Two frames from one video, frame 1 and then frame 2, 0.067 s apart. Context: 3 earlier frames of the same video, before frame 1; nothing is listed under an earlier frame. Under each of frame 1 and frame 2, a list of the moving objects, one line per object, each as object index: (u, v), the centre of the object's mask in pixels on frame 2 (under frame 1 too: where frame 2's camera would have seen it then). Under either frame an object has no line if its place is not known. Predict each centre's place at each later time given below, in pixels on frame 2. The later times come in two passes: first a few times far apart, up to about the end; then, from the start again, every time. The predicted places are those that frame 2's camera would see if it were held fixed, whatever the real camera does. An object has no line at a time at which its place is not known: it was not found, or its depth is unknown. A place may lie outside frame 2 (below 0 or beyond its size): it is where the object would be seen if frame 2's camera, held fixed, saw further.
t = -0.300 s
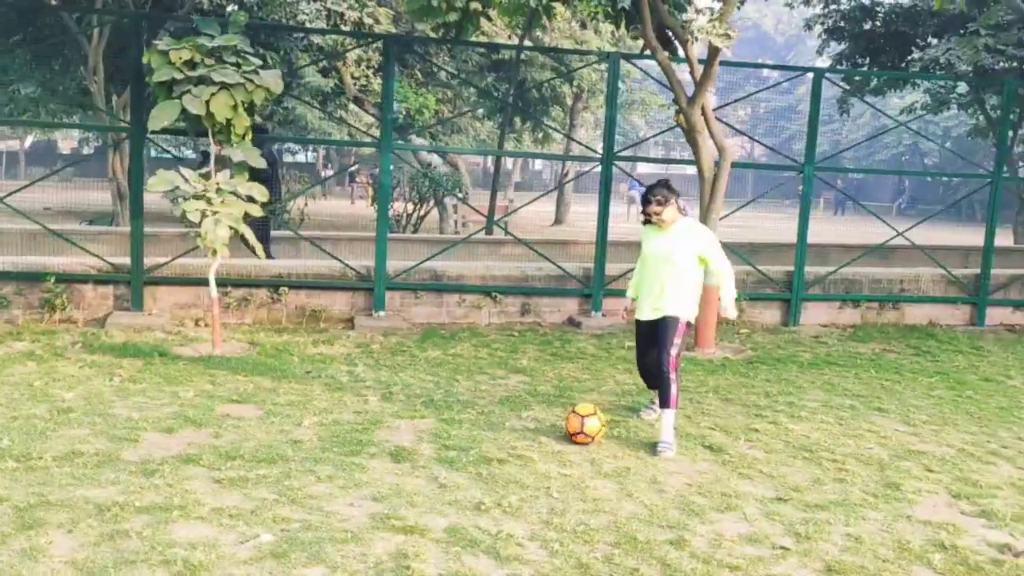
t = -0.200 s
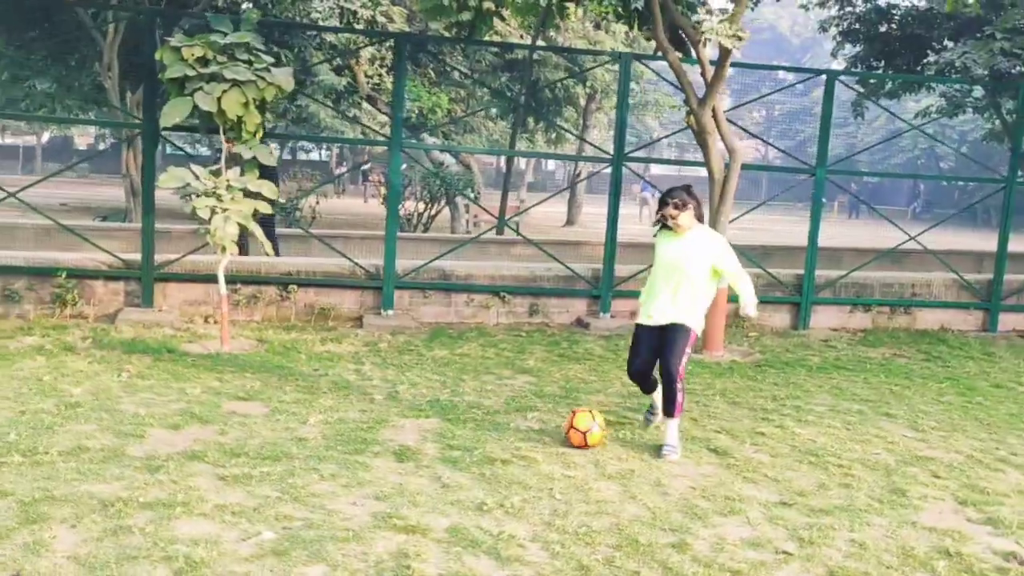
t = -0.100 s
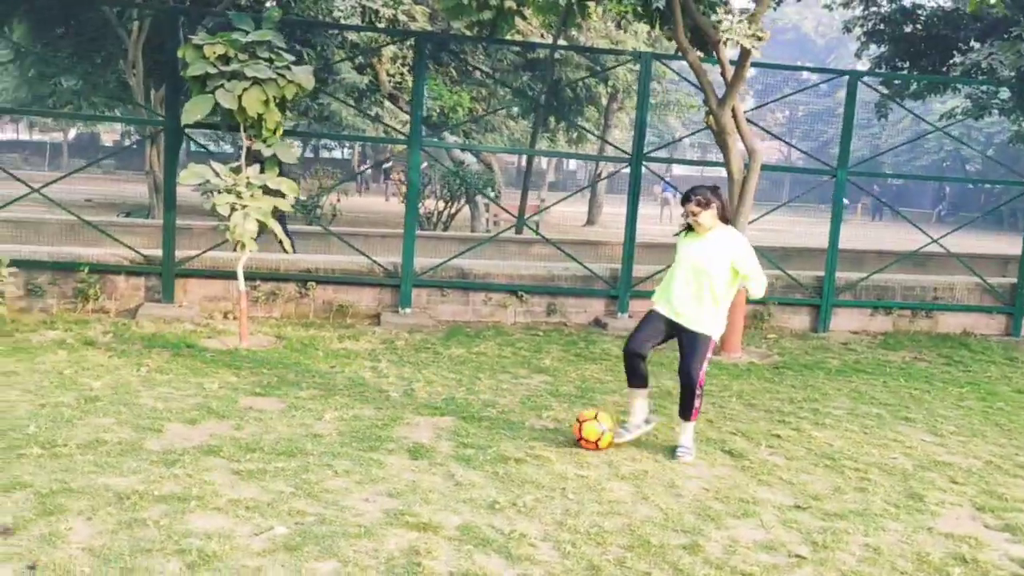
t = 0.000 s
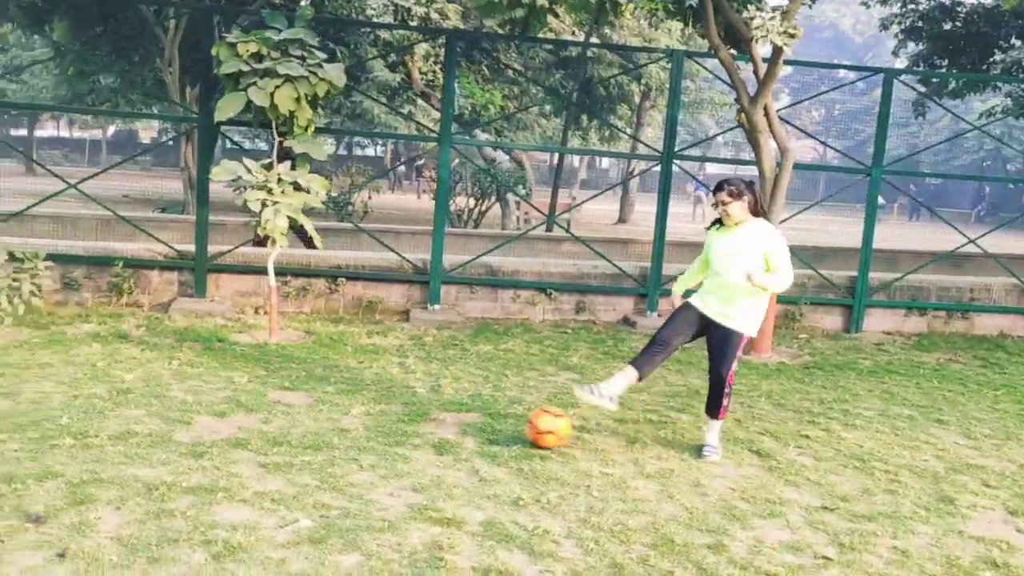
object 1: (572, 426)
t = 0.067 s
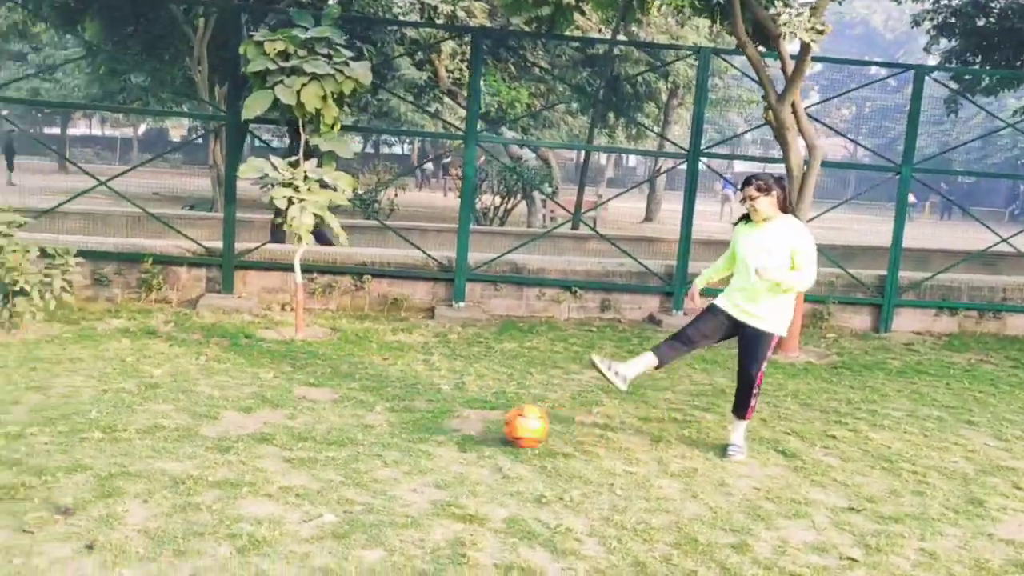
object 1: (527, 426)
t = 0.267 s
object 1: (404, 425)
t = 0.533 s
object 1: (279, 434)
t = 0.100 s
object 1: (502, 429)
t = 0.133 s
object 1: (480, 430)
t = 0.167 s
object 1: (459, 431)
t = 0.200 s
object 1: (438, 430)
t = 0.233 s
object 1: (420, 427)
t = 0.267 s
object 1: (404, 425)
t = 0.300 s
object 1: (386, 425)
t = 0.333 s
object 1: (369, 428)
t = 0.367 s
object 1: (351, 431)
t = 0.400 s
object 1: (338, 429)
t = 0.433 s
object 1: (324, 430)
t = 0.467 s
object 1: (309, 431)
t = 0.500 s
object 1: (293, 433)
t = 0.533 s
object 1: (279, 434)
